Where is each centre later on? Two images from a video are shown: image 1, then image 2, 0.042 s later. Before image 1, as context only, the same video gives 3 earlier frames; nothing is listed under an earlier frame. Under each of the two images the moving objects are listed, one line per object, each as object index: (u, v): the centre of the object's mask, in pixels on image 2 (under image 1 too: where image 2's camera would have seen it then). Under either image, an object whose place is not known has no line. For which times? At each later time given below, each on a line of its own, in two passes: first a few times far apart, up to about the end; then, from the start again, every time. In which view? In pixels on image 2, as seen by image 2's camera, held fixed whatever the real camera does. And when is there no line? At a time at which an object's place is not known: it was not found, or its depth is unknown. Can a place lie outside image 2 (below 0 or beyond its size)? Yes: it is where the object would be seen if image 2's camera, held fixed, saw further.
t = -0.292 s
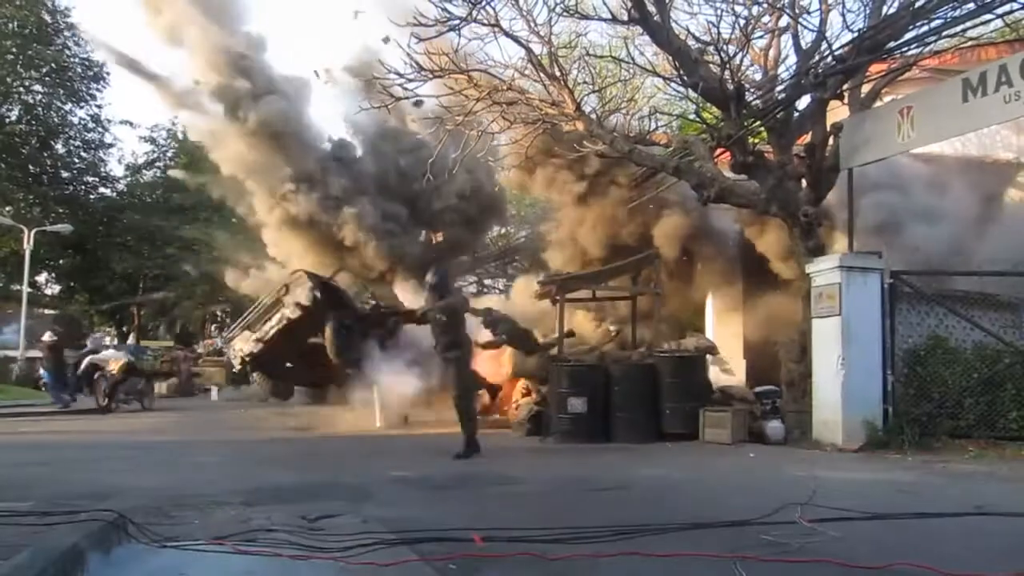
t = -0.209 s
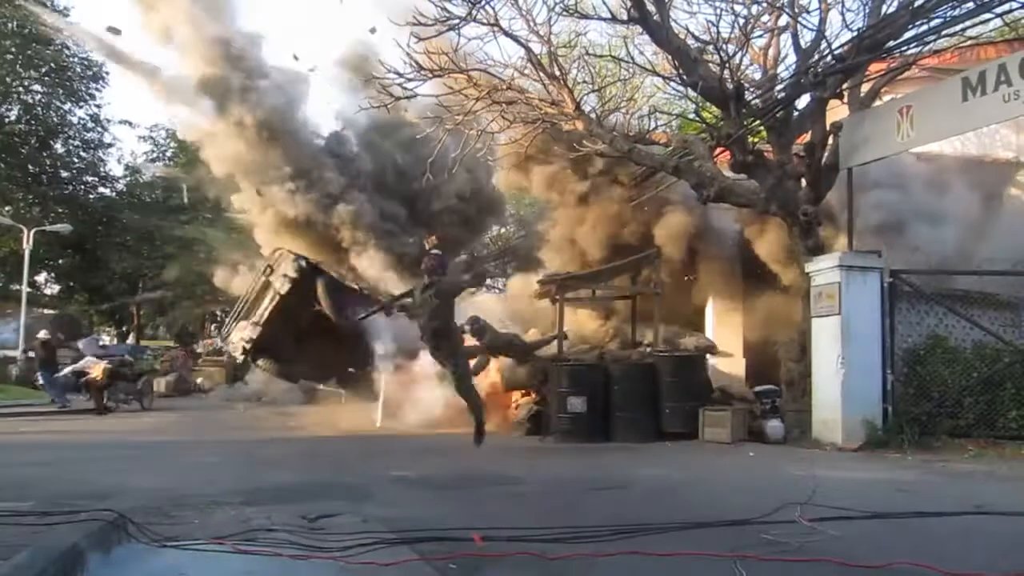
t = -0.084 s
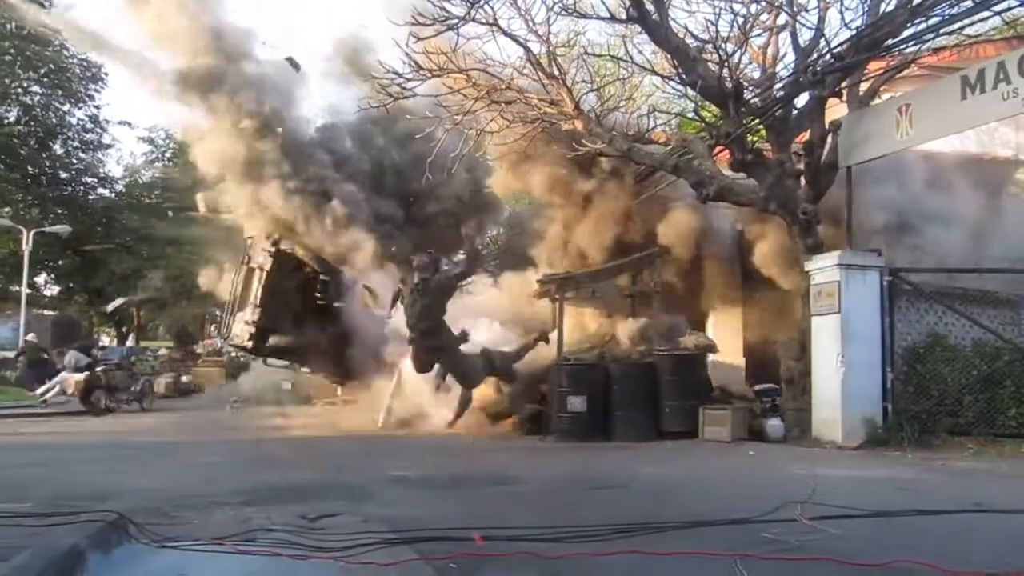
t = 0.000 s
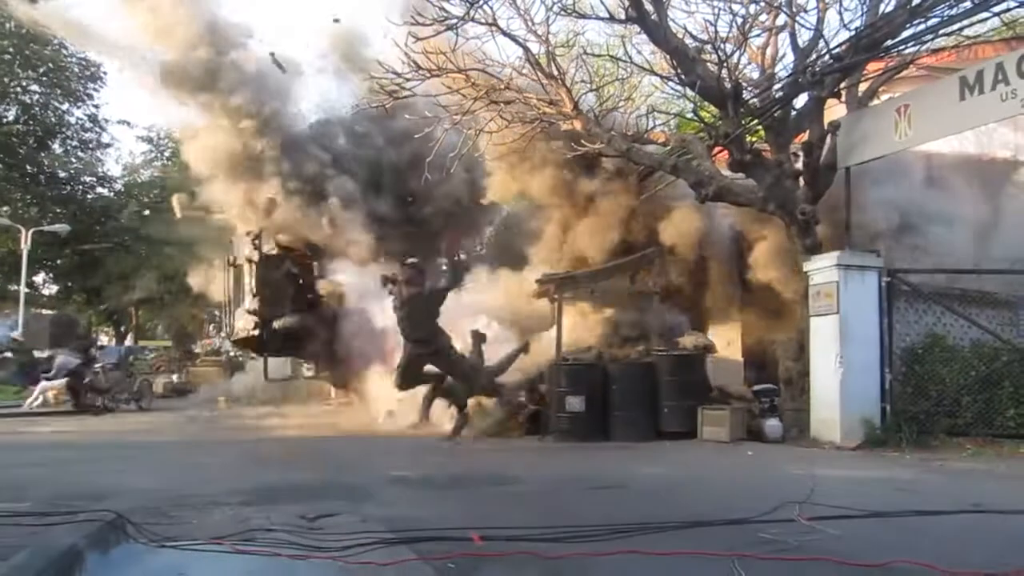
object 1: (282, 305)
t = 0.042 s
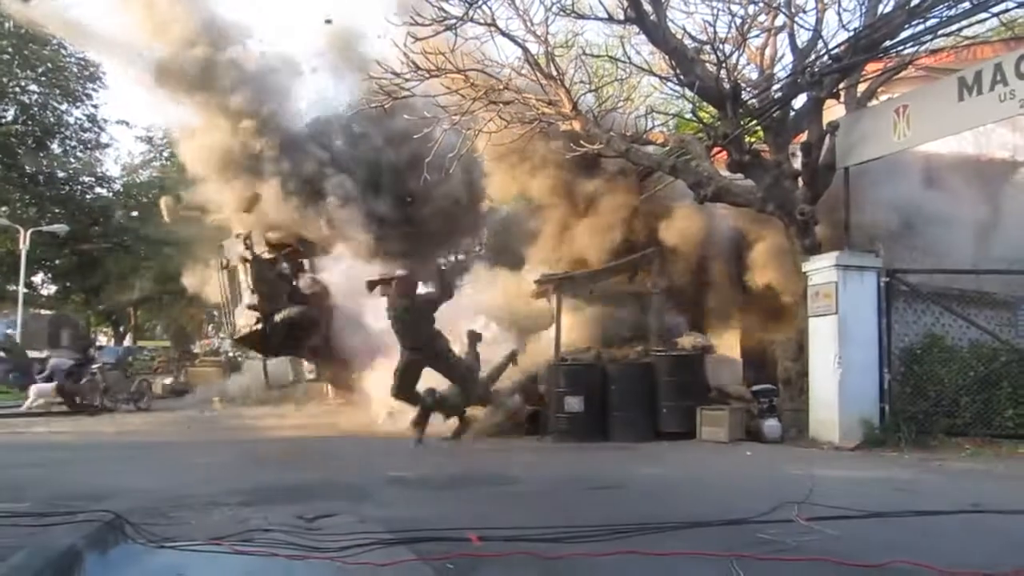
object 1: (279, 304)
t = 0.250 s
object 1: (266, 309)
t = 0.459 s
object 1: (259, 354)
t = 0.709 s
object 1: (240, 379)
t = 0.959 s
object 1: (215, 375)
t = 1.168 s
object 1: (204, 387)
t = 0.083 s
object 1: (278, 305)
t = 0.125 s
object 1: (271, 300)
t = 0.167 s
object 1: (274, 300)
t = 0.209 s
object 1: (271, 303)
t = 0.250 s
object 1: (266, 309)
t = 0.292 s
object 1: (262, 314)
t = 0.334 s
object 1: (265, 326)
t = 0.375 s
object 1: (269, 343)
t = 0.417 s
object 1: (263, 345)
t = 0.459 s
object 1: (259, 354)
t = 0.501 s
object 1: (254, 358)
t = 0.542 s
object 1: (251, 363)
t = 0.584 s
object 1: (248, 369)
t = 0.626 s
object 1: (246, 373)
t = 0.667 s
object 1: (244, 376)
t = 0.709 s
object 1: (240, 379)
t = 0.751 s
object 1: (235, 379)
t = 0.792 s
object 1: (232, 379)
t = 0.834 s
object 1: (230, 379)
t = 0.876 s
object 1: (226, 379)
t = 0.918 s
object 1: (217, 375)
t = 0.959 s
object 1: (215, 375)
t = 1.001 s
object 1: (214, 377)
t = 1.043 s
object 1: (210, 379)
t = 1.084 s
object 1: (211, 384)
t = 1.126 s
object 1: (206, 385)
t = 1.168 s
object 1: (204, 387)
